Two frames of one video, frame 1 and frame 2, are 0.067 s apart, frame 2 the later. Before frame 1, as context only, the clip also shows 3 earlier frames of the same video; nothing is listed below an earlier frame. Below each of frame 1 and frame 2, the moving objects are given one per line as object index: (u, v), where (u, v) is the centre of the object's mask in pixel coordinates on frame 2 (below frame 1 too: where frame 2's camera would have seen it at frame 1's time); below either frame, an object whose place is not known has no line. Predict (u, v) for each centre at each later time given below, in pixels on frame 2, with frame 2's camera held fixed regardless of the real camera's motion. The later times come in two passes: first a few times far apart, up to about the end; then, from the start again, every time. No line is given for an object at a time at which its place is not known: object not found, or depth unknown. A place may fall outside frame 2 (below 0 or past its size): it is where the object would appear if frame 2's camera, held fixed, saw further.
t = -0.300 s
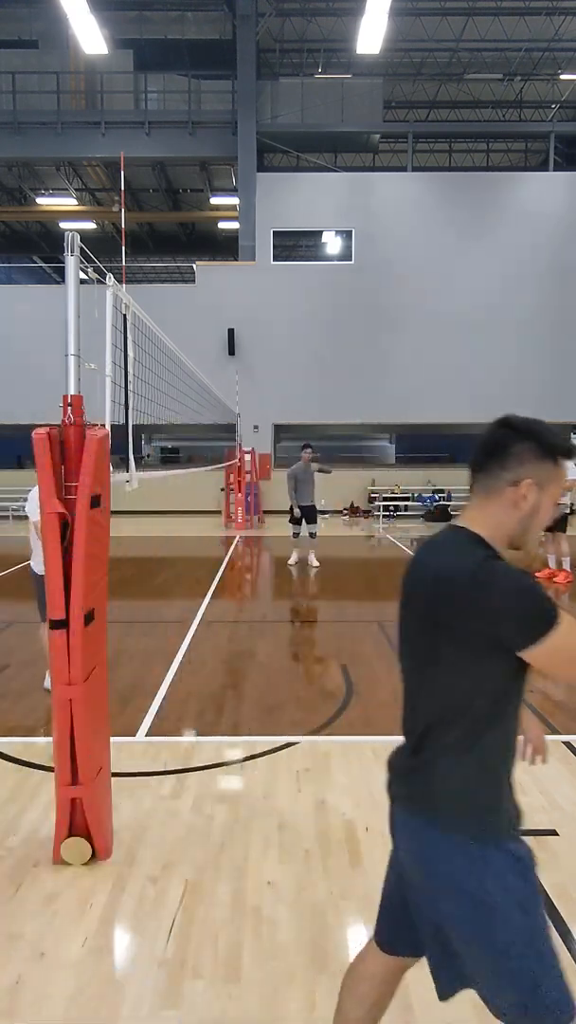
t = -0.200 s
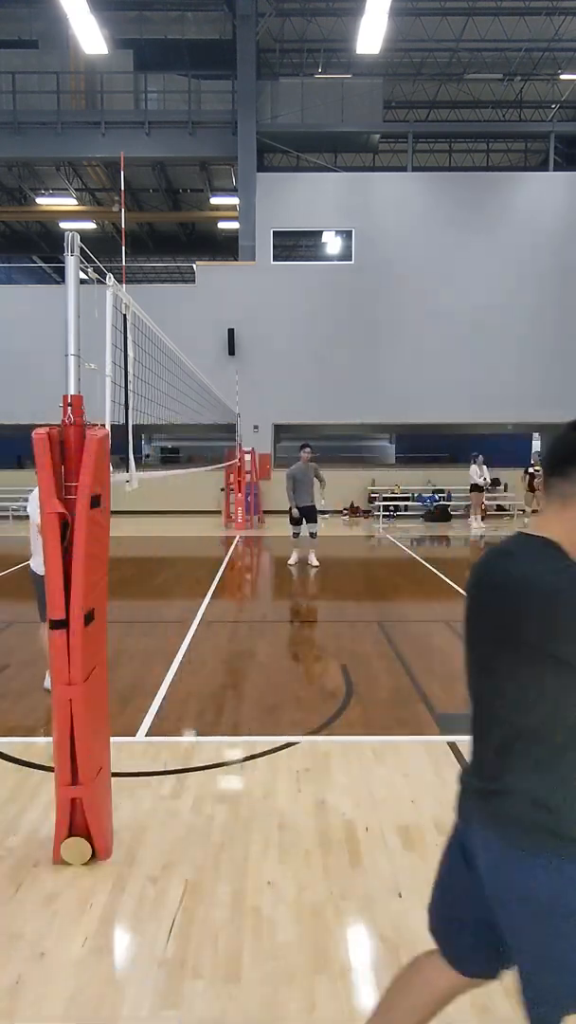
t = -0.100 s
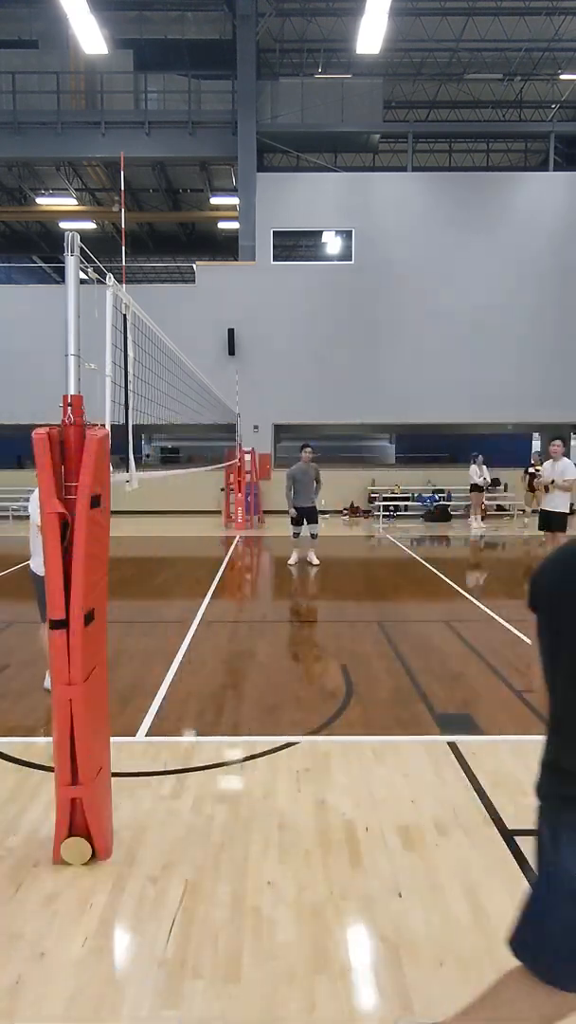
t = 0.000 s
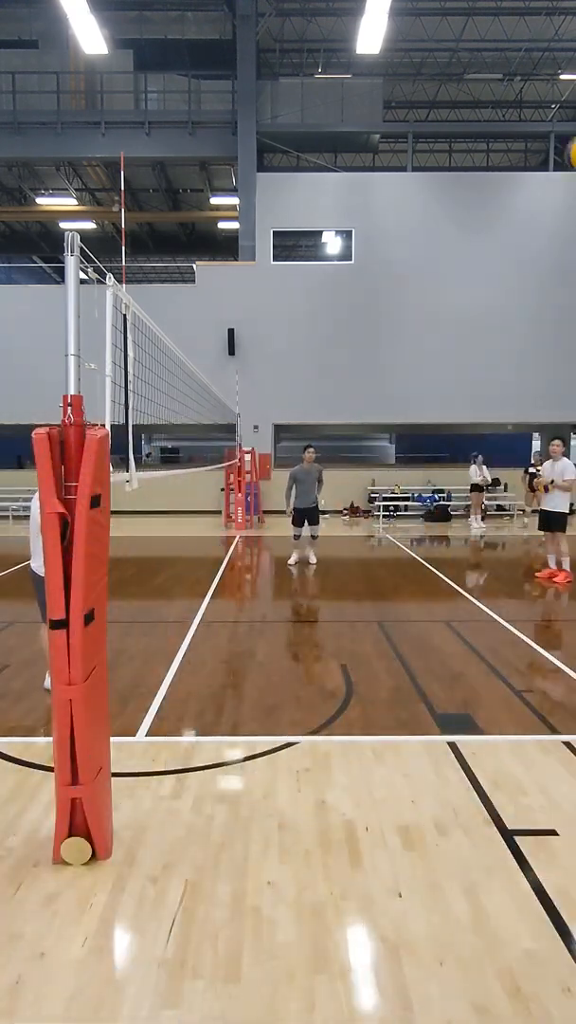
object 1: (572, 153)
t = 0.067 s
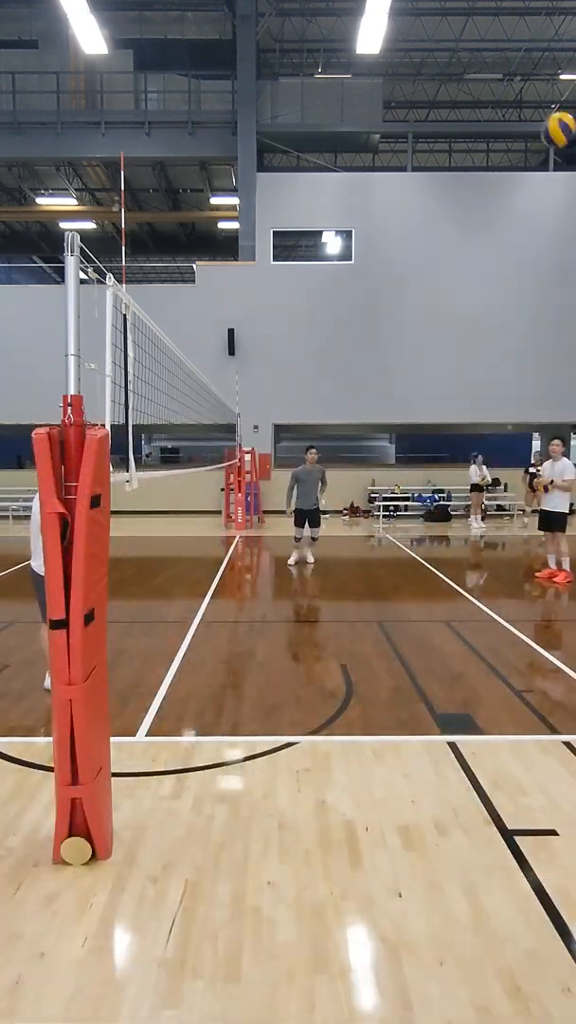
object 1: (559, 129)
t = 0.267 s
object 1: (495, 110)
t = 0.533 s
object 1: (431, 162)
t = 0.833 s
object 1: (381, 283)
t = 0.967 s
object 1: (362, 348)
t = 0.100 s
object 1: (547, 122)
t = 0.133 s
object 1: (536, 116)
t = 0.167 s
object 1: (524, 112)
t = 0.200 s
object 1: (515, 109)
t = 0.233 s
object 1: (505, 109)
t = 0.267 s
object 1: (495, 110)
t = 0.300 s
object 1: (486, 112)
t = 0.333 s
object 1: (477, 116)
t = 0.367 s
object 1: (468, 122)
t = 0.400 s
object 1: (460, 128)
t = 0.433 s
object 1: (453, 136)
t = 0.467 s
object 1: (445, 143)
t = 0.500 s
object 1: (438, 153)
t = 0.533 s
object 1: (431, 162)
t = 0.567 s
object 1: (425, 173)
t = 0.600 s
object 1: (419, 185)
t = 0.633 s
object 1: (413, 197)
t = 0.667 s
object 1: (407, 210)
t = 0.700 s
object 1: (401, 223)
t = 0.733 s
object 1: (395, 238)
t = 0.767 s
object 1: (390, 252)
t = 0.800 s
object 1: (385, 267)
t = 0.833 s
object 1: (381, 283)
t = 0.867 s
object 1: (376, 298)
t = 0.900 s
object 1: (371, 315)
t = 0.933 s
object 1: (367, 332)
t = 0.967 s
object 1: (362, 348)
